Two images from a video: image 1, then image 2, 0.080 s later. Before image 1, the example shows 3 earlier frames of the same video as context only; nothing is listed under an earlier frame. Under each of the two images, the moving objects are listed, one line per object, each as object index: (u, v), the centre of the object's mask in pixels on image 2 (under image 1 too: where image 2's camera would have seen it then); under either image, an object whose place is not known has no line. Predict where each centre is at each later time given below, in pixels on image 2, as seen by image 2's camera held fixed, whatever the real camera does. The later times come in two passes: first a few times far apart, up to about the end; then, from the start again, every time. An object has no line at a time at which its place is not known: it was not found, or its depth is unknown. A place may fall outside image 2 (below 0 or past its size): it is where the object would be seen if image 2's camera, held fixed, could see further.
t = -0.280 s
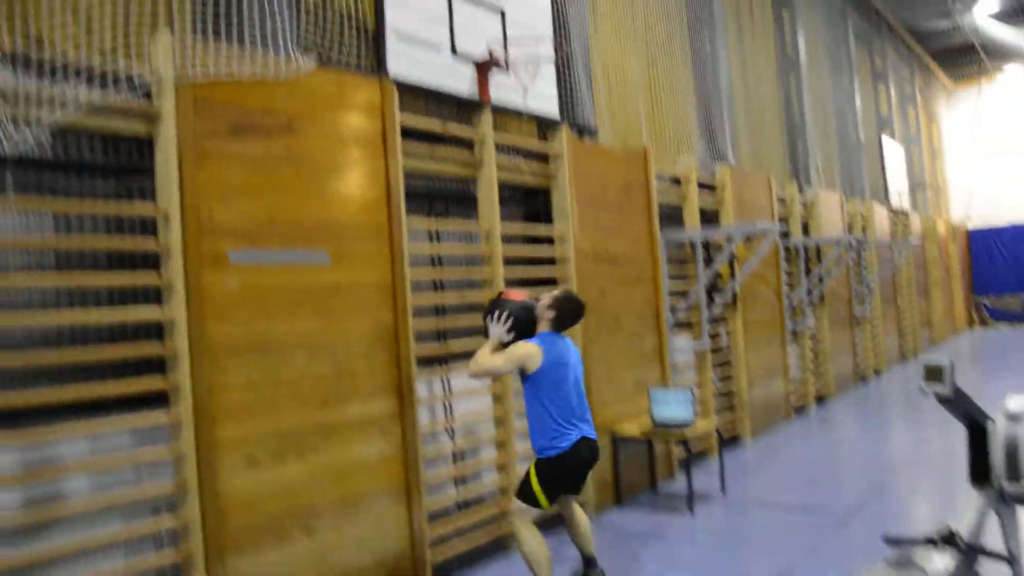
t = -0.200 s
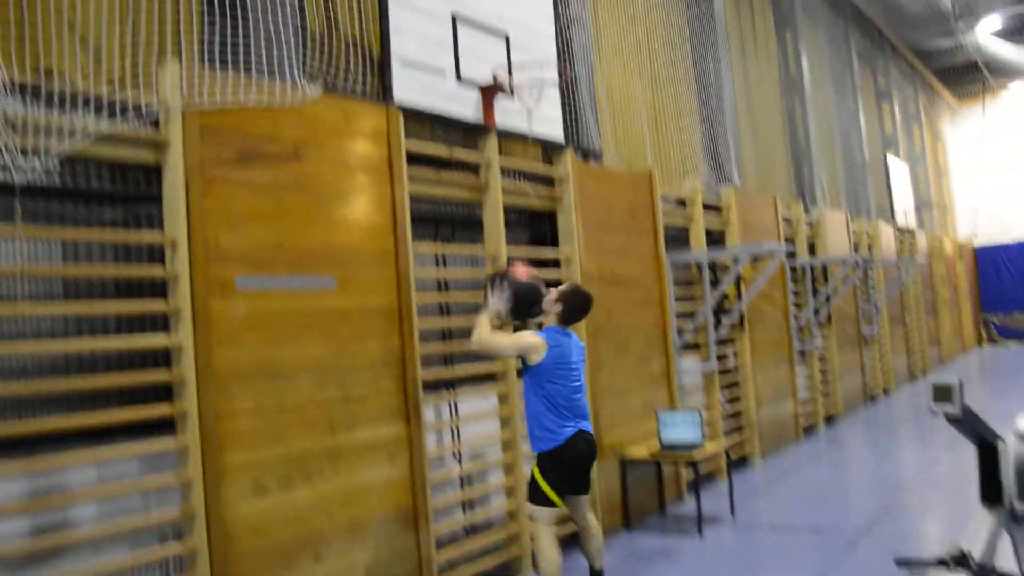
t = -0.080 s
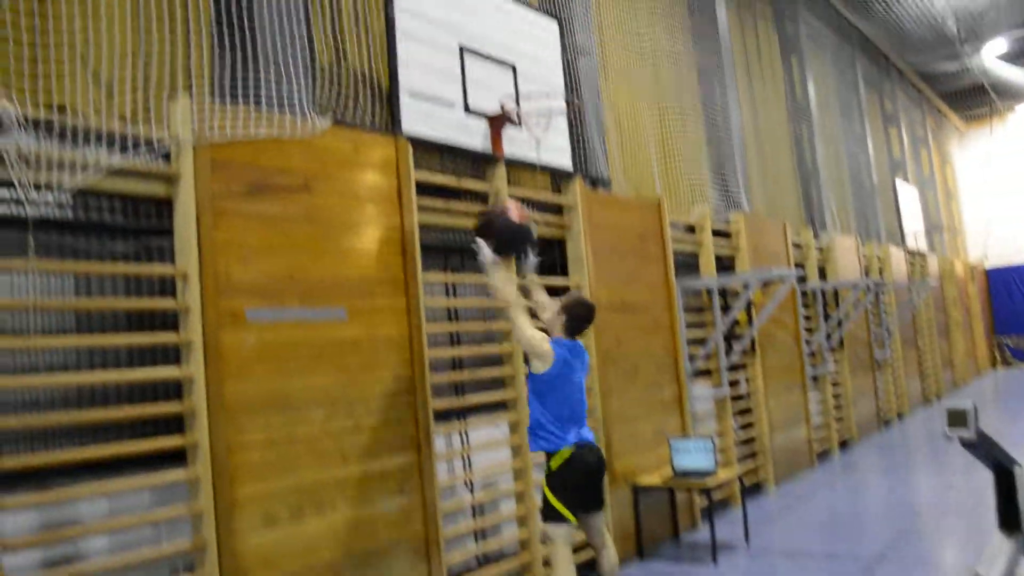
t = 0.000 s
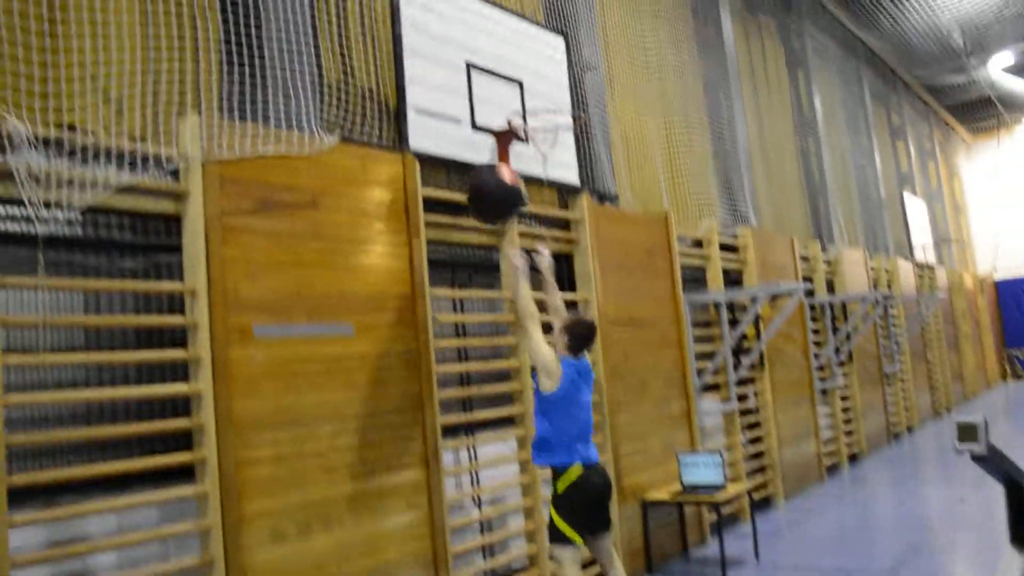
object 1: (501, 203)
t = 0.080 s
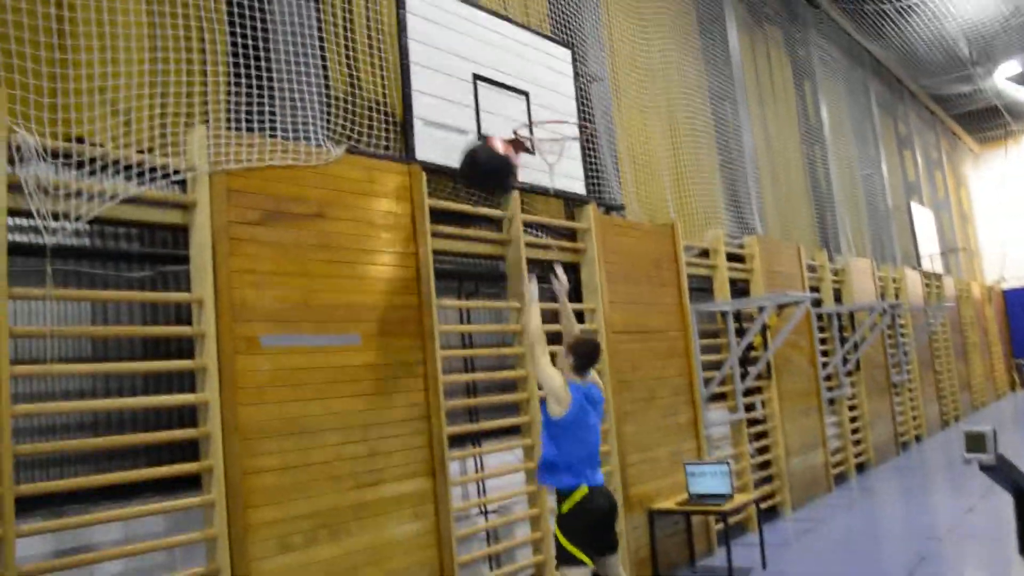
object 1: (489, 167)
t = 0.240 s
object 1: (466, 118)
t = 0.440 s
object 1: (477, 113)
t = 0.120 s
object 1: (483, 149)
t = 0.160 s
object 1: (476, 136)
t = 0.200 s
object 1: (470, 126)
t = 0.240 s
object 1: (466, 118)
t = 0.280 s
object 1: (466, 113)
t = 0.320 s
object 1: (468, 109)
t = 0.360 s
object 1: (470, 109)
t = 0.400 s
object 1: (473, 110)
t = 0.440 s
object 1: (477, 113)
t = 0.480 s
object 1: (481, 119)
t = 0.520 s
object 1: (485, 128)
